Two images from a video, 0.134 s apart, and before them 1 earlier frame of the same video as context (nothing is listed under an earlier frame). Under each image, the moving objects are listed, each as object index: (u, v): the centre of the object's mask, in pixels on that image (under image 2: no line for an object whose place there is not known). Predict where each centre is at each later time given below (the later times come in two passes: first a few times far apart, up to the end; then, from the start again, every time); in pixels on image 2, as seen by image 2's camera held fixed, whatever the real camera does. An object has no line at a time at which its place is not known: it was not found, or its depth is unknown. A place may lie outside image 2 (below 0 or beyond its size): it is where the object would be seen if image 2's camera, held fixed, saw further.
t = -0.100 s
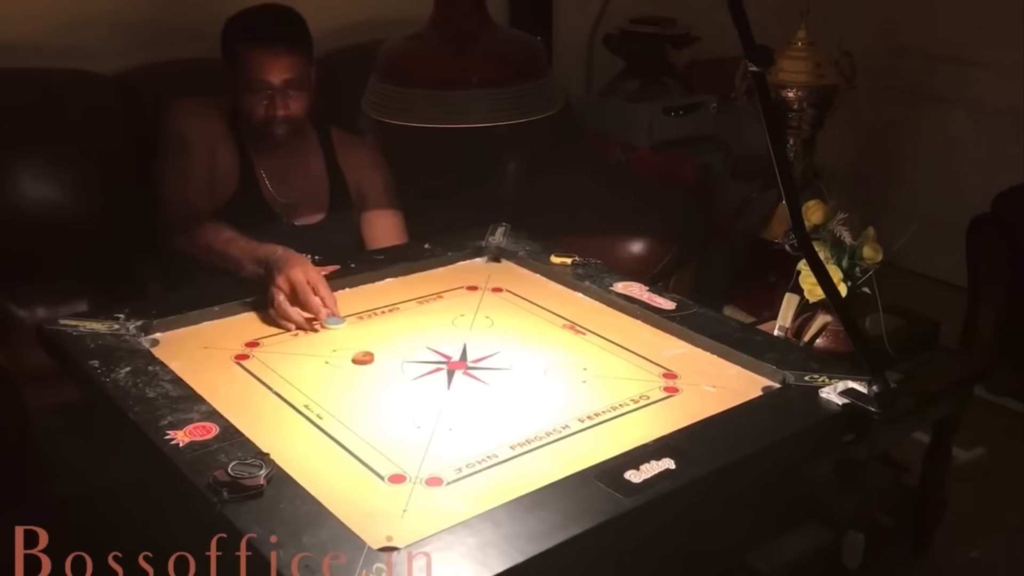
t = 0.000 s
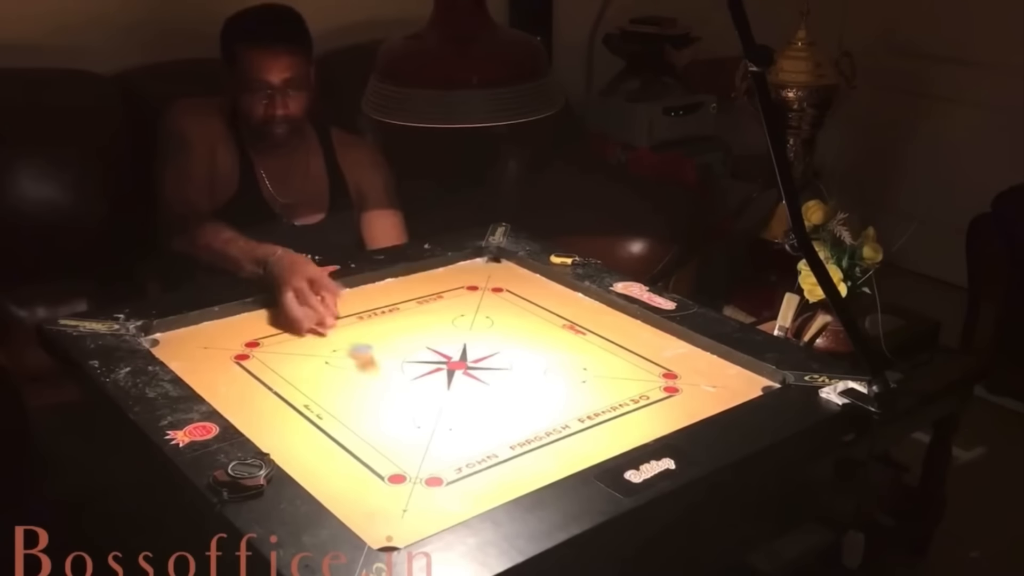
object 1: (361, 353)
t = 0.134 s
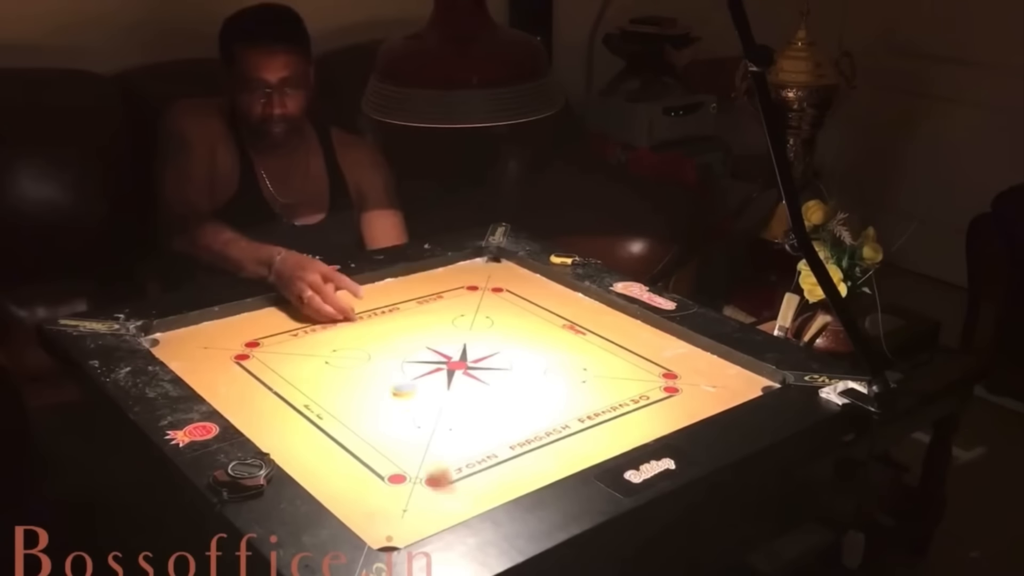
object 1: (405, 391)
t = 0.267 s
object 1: (453, 430)
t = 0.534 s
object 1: (490, 479)
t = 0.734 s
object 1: (404, 437)
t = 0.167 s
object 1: (417, 400)
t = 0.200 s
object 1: (430, 410)
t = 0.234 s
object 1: (441, 420)
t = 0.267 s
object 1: (453, 430)
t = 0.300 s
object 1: (465, 442)
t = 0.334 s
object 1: (478, 454)
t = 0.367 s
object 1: (489, 465)
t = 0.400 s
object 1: (504, 476)
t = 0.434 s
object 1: (515, 487)
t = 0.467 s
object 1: (517, 490)
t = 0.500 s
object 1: (505, 487)
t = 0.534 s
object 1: (490, 479)
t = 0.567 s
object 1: (474, 471)
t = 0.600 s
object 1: (459, 464)
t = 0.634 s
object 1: (445, 457)
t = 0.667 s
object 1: (431, 450)
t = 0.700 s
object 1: (417, 444)
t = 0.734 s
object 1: (404, 437)
